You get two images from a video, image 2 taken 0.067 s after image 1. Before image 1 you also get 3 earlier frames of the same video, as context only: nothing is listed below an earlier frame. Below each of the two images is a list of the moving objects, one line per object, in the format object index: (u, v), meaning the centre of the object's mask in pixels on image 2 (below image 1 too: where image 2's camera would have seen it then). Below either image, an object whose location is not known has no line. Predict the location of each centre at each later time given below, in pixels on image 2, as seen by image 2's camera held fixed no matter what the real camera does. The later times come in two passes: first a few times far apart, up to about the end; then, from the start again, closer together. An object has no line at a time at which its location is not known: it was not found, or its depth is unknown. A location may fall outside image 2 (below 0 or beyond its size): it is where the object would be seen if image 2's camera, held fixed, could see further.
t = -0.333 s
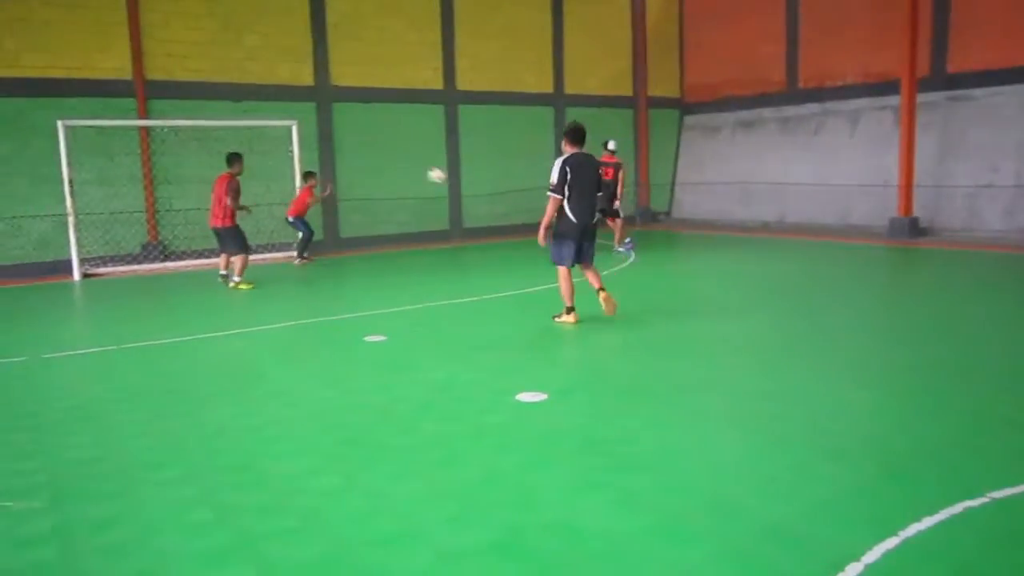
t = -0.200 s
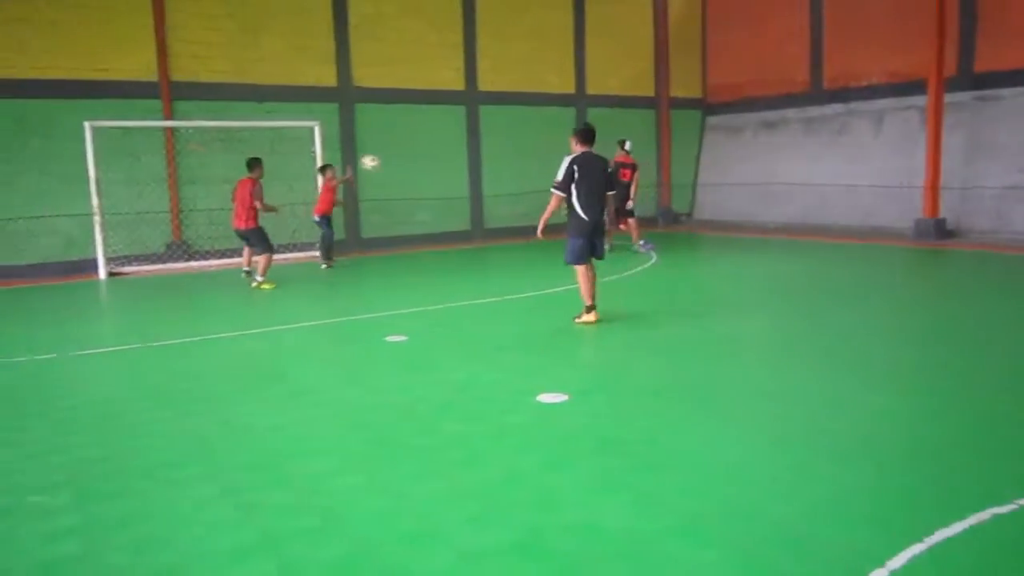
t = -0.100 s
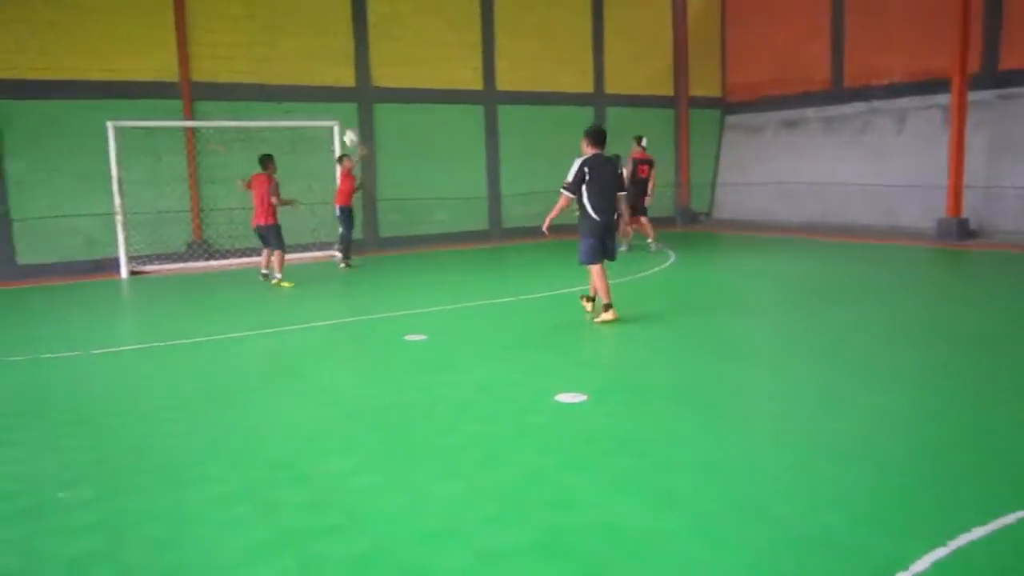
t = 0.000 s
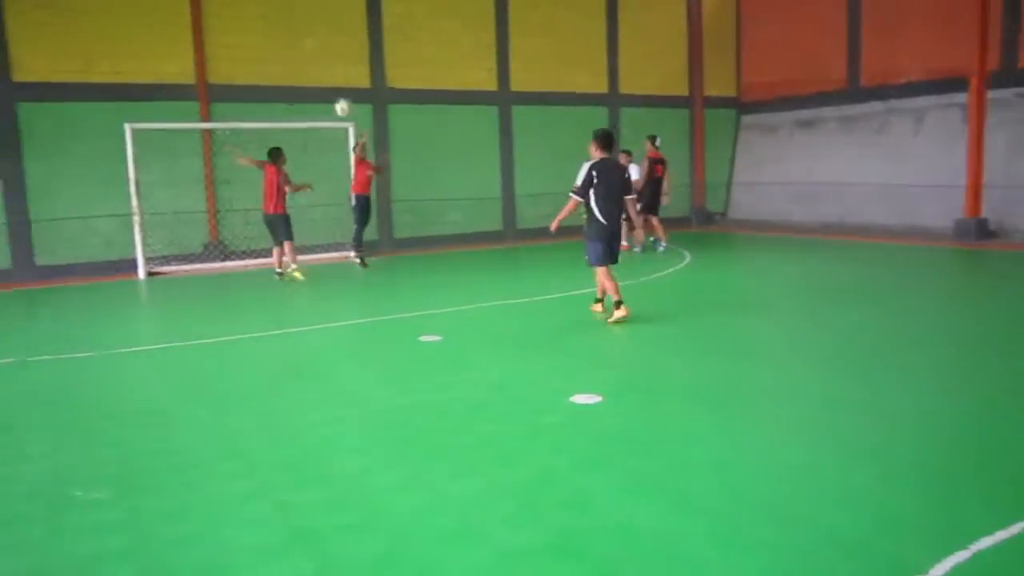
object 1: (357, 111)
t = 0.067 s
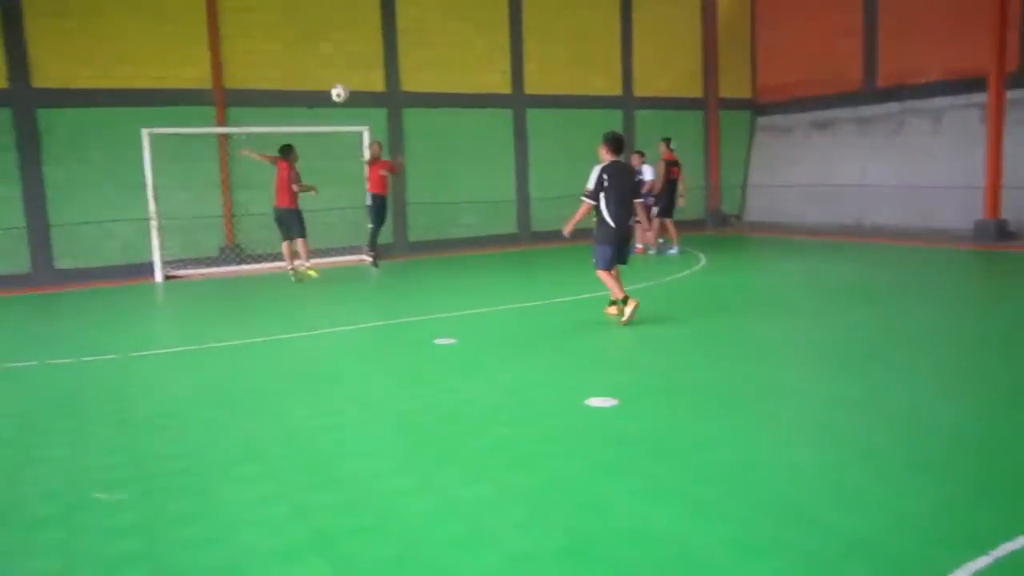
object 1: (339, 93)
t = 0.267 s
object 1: (280, 56)
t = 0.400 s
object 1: (235, 48)
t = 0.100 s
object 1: (329, 86)
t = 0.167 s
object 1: (312, 71)
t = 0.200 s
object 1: (301, 65)
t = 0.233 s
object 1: (291, 59)
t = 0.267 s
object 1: (280, 56)
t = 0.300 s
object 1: (270, 54)
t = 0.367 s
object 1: (248, 49)
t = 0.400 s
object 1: (235, 48)
